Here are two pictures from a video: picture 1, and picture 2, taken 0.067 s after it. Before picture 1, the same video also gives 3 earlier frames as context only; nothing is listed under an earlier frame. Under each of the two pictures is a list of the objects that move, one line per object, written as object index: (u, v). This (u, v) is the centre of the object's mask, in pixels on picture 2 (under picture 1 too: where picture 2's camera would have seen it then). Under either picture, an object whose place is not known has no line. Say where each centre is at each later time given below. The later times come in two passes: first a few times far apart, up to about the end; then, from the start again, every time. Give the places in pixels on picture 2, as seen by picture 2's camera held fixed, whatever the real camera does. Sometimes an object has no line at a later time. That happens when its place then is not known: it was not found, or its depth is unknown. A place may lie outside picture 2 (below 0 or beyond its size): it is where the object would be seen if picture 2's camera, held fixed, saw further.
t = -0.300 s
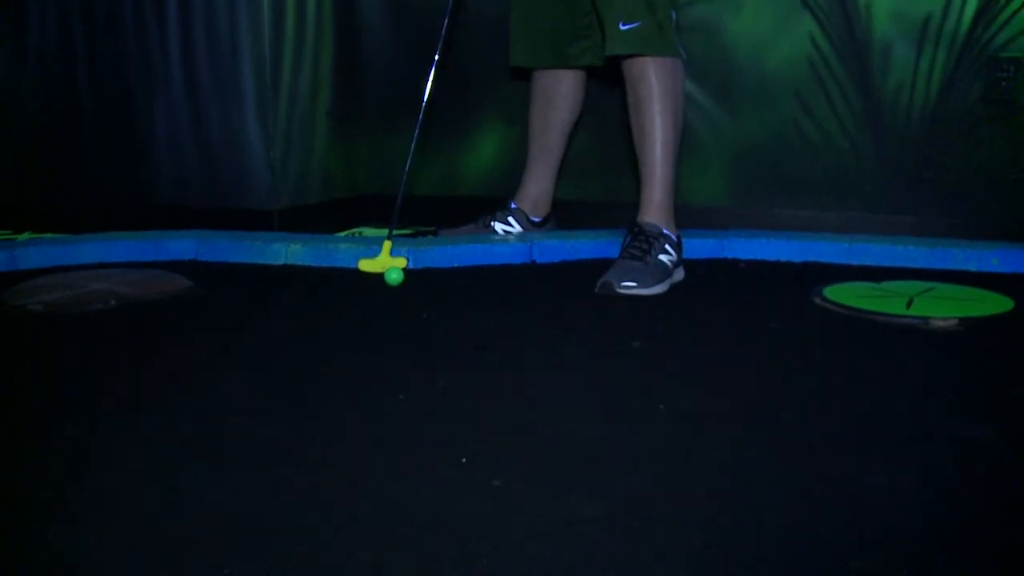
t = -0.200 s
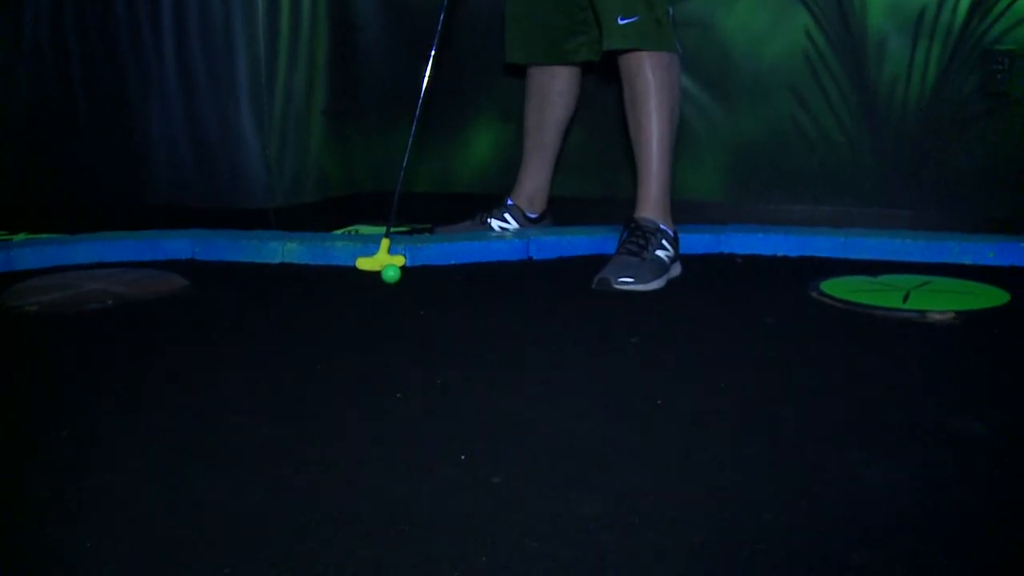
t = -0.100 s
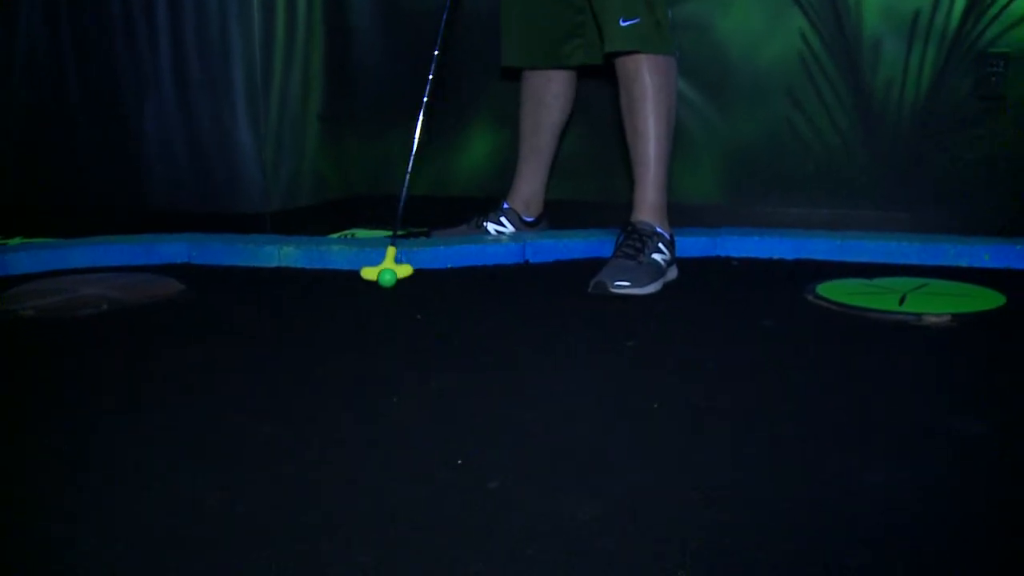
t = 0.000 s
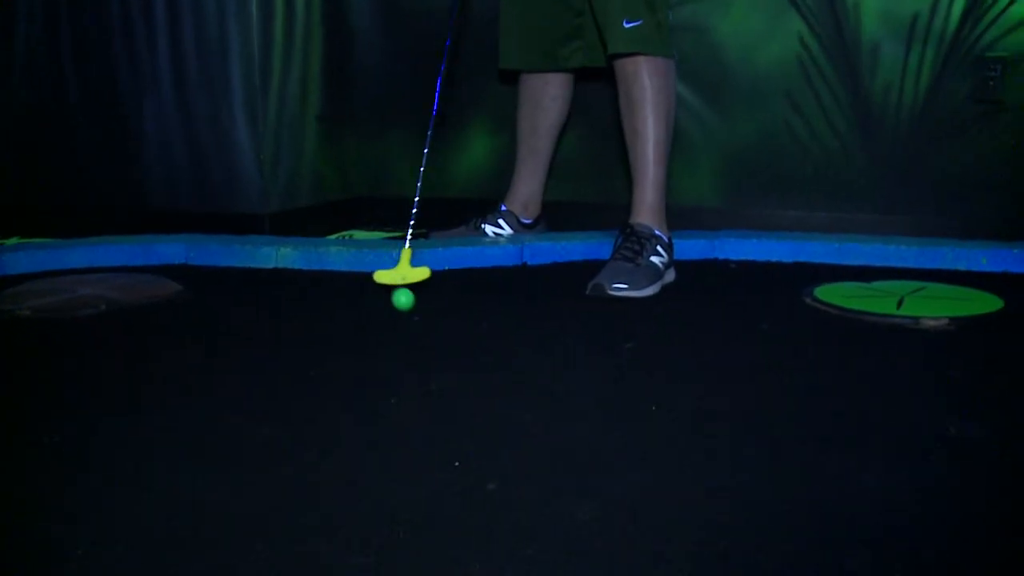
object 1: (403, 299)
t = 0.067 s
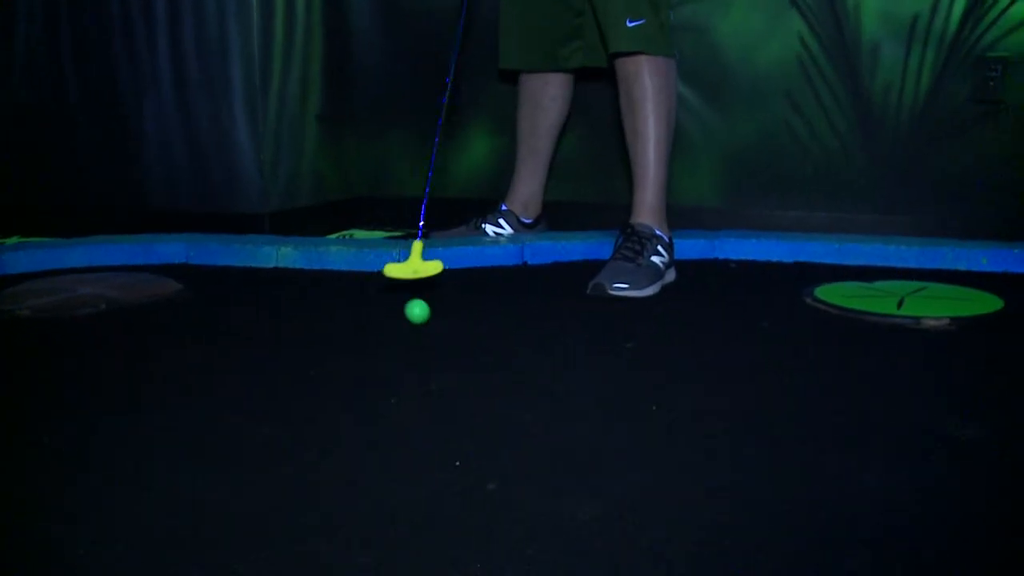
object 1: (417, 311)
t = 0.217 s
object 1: (451, 347)
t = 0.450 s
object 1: (518, 422)
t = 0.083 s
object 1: (421, 315)
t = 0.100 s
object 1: (424, 320)
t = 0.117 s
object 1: (428, 322)
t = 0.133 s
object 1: (432, 326)
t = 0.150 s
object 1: (436, 331)
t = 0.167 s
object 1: (439, 335)
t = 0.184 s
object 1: (443, 338)
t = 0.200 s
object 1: (447, 344)
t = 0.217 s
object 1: (451, 347)
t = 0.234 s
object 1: (455, 352)
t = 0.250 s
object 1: (460, 357)
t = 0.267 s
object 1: (464, 362)
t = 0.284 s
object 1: (468, 367)
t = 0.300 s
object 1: (473, 372)
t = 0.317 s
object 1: (477, 376)
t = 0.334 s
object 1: (482, 381)
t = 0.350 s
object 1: (487, 387)
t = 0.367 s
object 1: (492, 392)
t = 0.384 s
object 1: (497, 397)
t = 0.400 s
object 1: (502, 404)
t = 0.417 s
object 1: (507, 409)
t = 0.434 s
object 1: (513, 415)
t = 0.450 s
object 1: (518, 422)
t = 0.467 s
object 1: (524, 428)
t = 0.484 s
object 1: (530, 435)
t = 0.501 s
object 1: (536, 442)
